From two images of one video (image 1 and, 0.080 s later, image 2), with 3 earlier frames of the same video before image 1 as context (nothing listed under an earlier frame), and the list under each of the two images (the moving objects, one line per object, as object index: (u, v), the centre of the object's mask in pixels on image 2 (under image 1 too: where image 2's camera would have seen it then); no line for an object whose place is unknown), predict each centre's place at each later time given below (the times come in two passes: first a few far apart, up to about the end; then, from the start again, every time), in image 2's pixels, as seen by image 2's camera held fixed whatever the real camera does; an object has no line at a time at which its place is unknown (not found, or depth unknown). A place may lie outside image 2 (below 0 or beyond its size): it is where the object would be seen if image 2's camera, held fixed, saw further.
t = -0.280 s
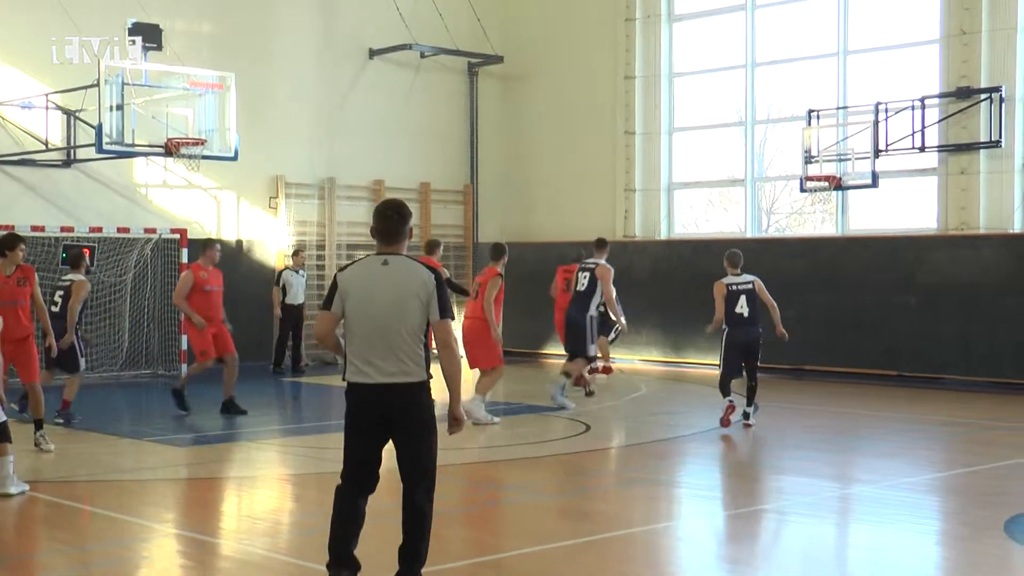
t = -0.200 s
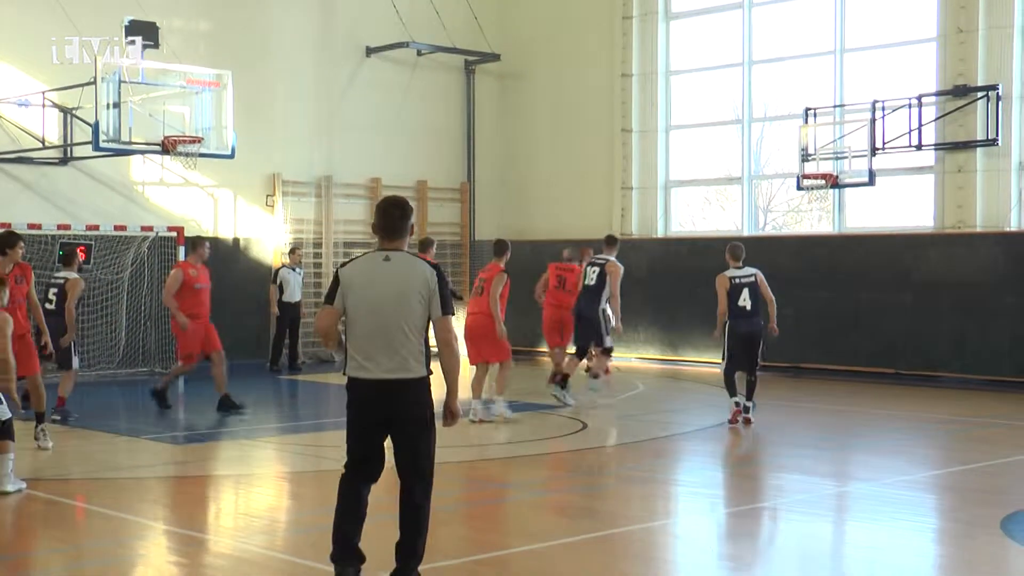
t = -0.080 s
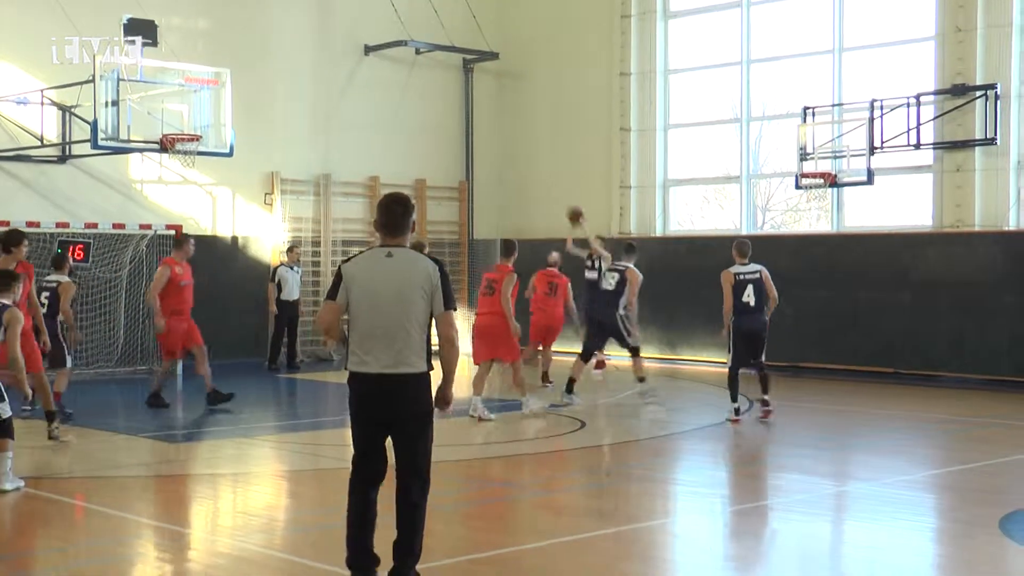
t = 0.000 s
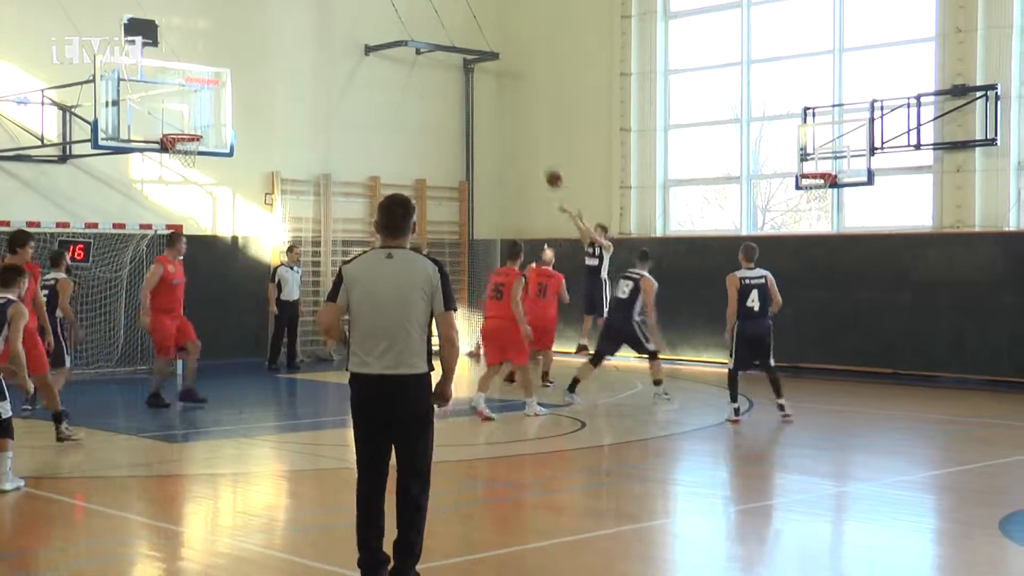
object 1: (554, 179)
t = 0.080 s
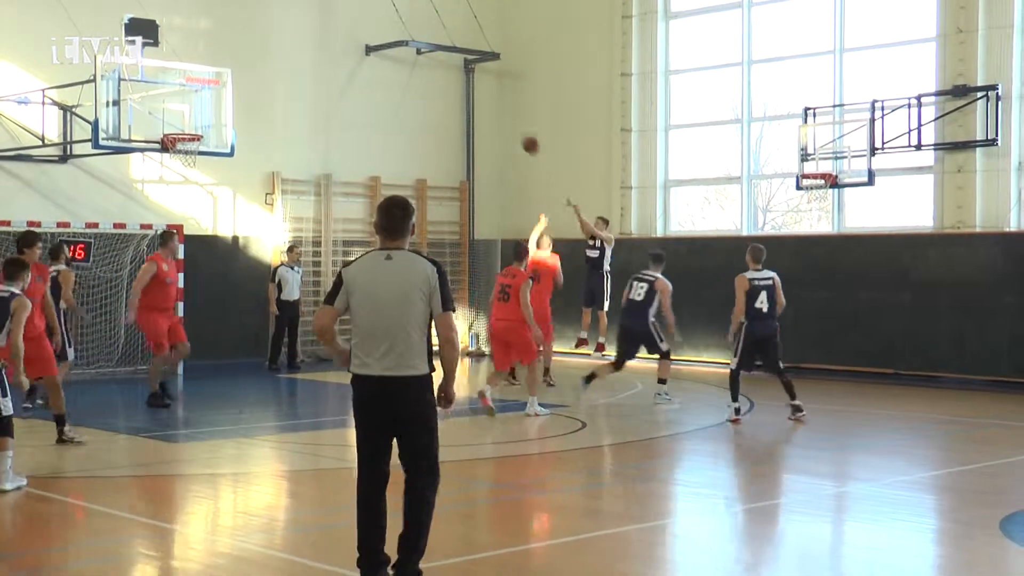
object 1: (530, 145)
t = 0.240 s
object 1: (482, 89)
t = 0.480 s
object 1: (407, 38)
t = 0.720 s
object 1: (330, 27)
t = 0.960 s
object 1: (250, 62)
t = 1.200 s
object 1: (175, 118)
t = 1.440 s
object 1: (149, 75)
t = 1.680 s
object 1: (119, 79)
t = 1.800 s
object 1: (102, 102)
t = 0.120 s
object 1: (518, 129)
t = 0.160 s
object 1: (506, 114)
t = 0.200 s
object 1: (494, 101)
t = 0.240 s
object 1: (482, 89)
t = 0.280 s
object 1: (469, 79)
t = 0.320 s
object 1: (457, 67)
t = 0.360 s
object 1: (444, 58)
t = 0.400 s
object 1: (432, 50)
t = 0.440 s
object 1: (420, 43)
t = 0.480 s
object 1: (407, 38)
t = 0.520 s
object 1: (395, 33)
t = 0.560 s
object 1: (382, 29)
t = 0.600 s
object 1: (369, 27)
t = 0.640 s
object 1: (356, 26)
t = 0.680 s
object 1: (343, 26)
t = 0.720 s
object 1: (330, 27)
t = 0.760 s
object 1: (317, 30)
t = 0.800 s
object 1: (304, 34)
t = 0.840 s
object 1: (291, 39)
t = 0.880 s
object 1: (277, 46)
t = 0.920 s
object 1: (264, 54)
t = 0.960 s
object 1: (250, 62)
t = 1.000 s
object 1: (237, 73)
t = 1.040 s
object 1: (221, 85)
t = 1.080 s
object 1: (208, 99)
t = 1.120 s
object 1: (194, 113)
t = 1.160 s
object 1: (180, 127)
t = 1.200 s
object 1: (175, 118)
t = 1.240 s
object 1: (171, 107)
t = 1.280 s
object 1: (167, 99)
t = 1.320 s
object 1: (162, 91)
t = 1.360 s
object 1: (158, 84)
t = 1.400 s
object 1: (153, 78)
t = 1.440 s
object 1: (149, 75)
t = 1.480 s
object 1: (144, 72)
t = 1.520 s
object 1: (139, 71)
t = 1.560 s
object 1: (134, 71)
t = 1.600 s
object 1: (129, 72)
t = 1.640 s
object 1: (124, 75)
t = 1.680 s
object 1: (119, 79)
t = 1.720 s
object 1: (114, 85)
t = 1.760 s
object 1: (109, 93)
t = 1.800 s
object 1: (102, 102)
